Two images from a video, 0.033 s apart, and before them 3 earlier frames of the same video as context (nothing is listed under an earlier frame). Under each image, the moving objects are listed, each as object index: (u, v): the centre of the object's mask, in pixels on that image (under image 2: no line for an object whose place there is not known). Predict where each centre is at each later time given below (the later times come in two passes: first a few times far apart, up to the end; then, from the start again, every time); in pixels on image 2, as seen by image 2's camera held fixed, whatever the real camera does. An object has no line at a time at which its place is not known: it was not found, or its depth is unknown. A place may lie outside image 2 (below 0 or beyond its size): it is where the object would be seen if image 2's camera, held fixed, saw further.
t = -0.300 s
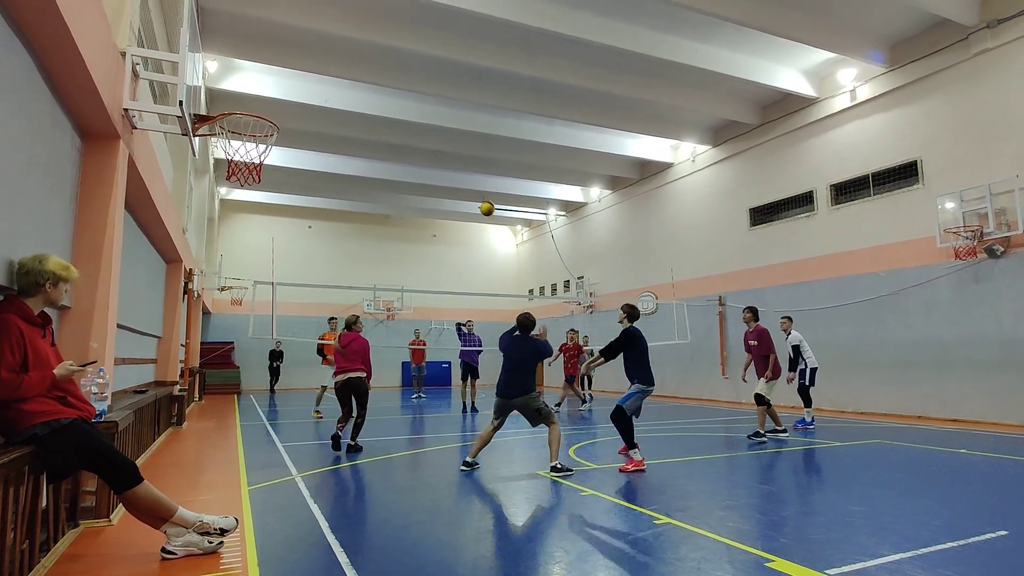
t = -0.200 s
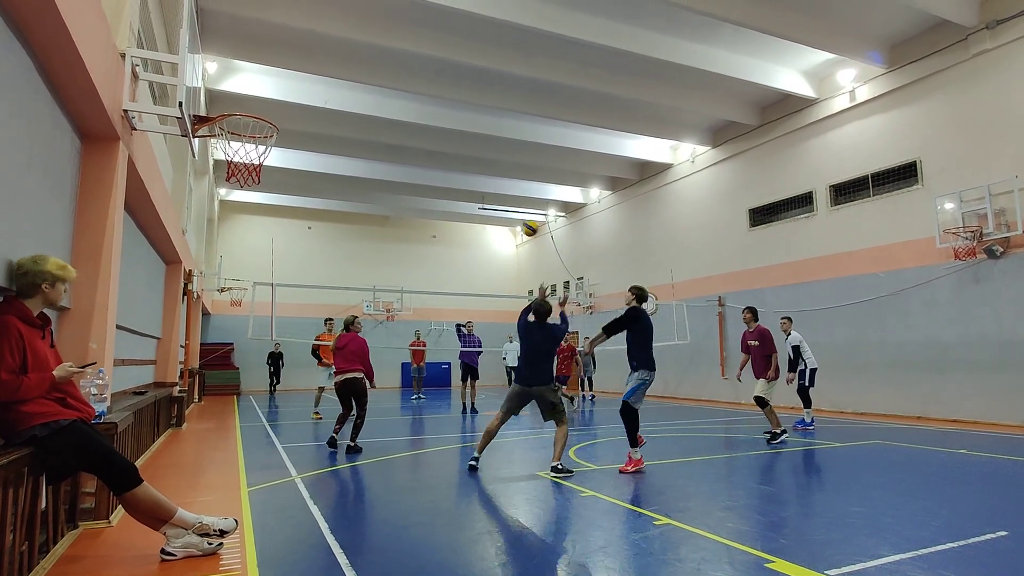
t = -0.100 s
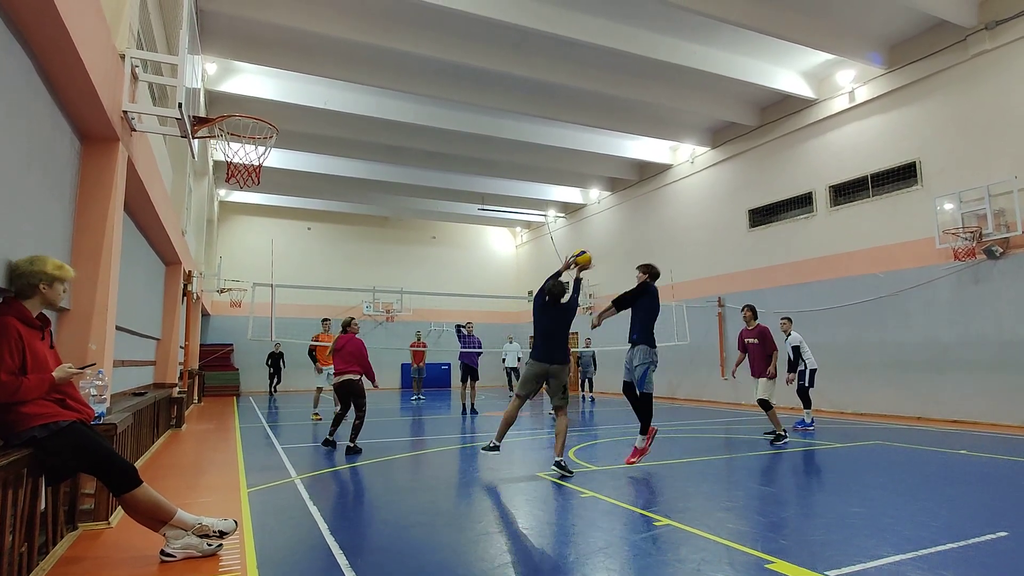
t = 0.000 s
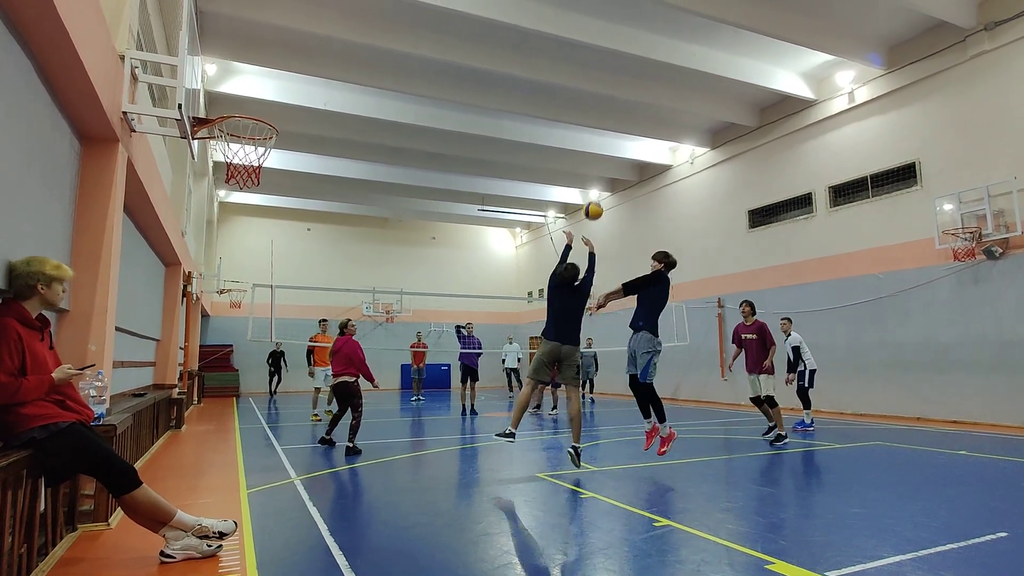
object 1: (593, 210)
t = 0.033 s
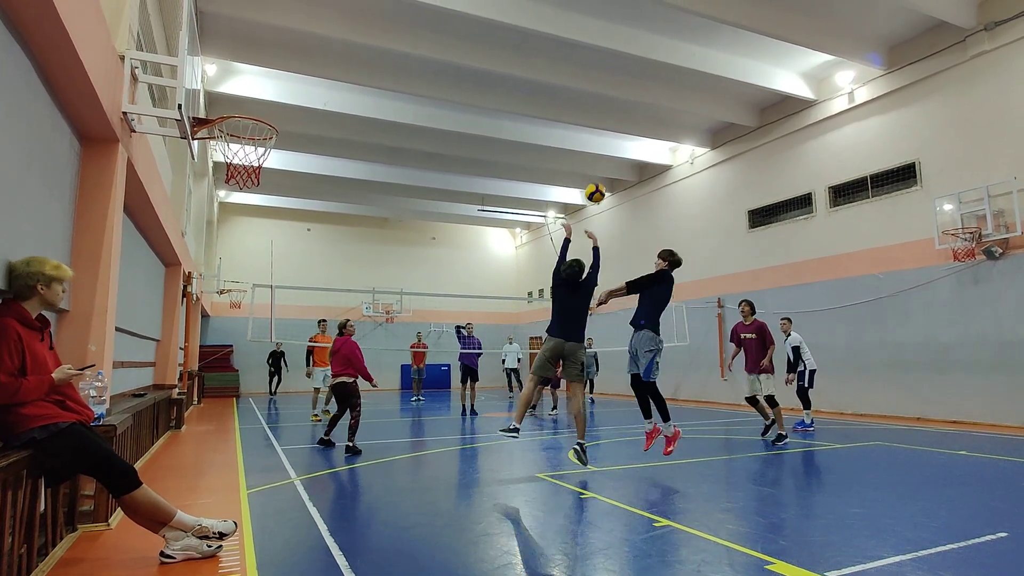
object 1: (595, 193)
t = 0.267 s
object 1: (611, 106)
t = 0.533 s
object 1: (633, 63)
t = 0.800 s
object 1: (660, 90)
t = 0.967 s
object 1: (679, 143)
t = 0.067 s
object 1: (597, 177)
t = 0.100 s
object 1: (600, 165)
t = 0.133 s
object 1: (601, 152)
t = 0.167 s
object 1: (604, 138)
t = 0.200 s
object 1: (607, 126)
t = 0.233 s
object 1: (609, 116)
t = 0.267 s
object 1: (611, 106)
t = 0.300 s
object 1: (614, 98)
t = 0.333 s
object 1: (616, 91)
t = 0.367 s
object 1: (619, 82)
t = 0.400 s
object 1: (622, 78)
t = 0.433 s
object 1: (624, 74)
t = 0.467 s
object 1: (627, 70)
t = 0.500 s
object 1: (631, 66)
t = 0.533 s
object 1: (633, 63)
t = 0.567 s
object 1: (636, 63)
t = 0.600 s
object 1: (639, 65)
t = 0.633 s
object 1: (642, 64)
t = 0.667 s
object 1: (646, 68)
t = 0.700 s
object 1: (649, 72)
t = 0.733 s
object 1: (652, 77)
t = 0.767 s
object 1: (656, 82)
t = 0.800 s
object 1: (660, 90)
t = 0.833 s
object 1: (663, 96)
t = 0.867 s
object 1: (667, 107)
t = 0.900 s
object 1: (671, 117)
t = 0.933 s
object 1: (675, 130)
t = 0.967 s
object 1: (679, 143)
